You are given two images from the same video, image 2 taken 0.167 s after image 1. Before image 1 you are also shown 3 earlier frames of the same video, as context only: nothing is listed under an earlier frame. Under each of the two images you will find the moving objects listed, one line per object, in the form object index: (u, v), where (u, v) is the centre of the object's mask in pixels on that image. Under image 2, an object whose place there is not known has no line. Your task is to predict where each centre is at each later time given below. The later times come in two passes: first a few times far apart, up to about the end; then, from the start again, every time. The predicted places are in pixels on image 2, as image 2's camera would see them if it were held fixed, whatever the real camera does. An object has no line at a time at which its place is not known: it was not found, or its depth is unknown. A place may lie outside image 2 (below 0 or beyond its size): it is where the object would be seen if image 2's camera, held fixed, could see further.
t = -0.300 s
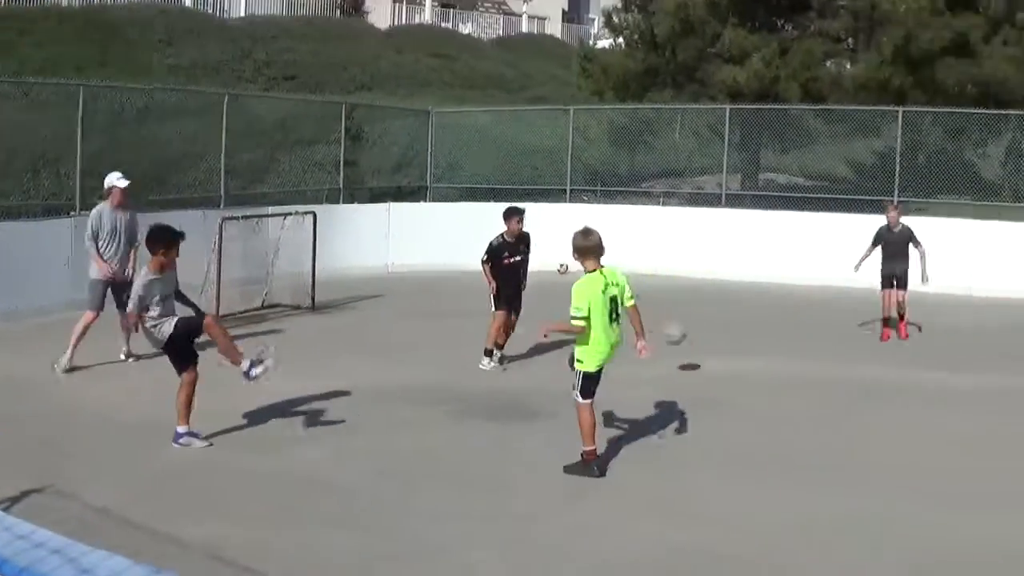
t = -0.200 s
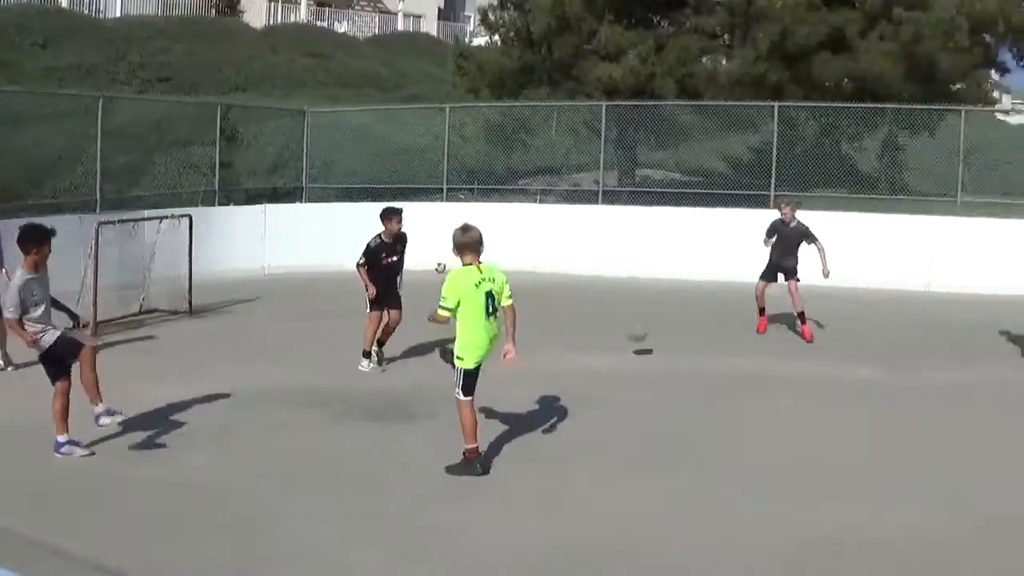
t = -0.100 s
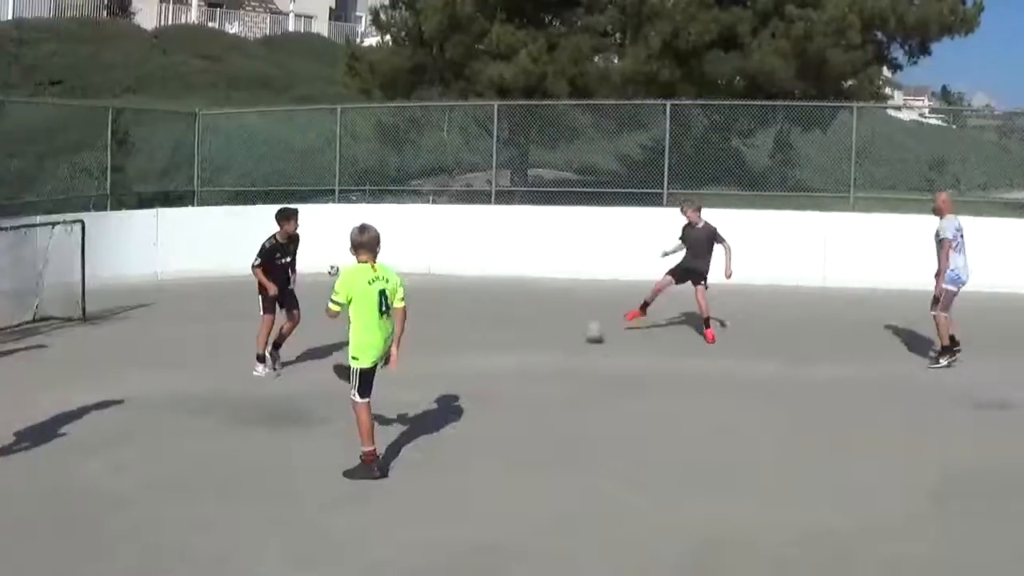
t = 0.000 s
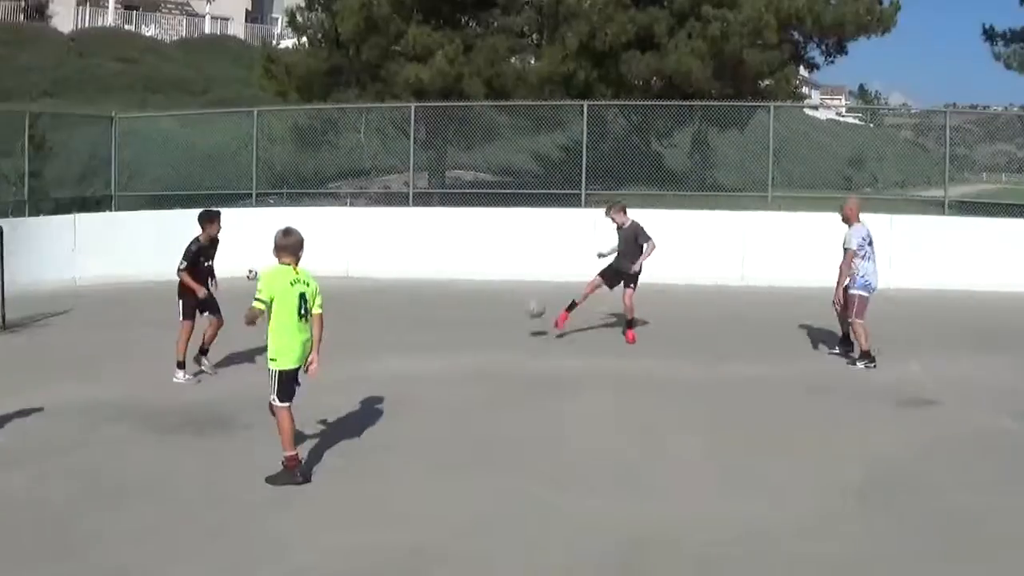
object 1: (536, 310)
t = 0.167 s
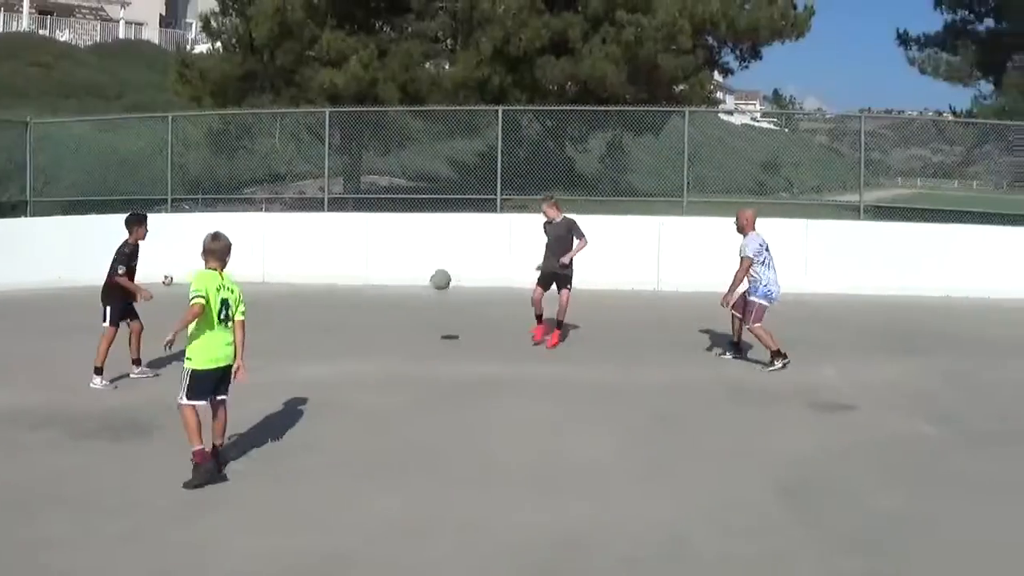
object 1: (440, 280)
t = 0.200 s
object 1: (437, 276)
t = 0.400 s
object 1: (421, 274)
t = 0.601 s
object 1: (407, 312)
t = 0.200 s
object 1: (437, 276)
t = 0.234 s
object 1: (433, 272)
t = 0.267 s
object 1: (431, 271)
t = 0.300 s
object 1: (429, 270)
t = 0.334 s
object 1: (426, 270)
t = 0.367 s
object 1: (424, 271)
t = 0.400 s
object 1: (421, 274)
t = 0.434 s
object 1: (418, 278)
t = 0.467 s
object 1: (416, 283)
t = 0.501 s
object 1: (413, 289)
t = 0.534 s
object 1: (412, 295)
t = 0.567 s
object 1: (407, 308)
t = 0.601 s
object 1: (407, 312)
